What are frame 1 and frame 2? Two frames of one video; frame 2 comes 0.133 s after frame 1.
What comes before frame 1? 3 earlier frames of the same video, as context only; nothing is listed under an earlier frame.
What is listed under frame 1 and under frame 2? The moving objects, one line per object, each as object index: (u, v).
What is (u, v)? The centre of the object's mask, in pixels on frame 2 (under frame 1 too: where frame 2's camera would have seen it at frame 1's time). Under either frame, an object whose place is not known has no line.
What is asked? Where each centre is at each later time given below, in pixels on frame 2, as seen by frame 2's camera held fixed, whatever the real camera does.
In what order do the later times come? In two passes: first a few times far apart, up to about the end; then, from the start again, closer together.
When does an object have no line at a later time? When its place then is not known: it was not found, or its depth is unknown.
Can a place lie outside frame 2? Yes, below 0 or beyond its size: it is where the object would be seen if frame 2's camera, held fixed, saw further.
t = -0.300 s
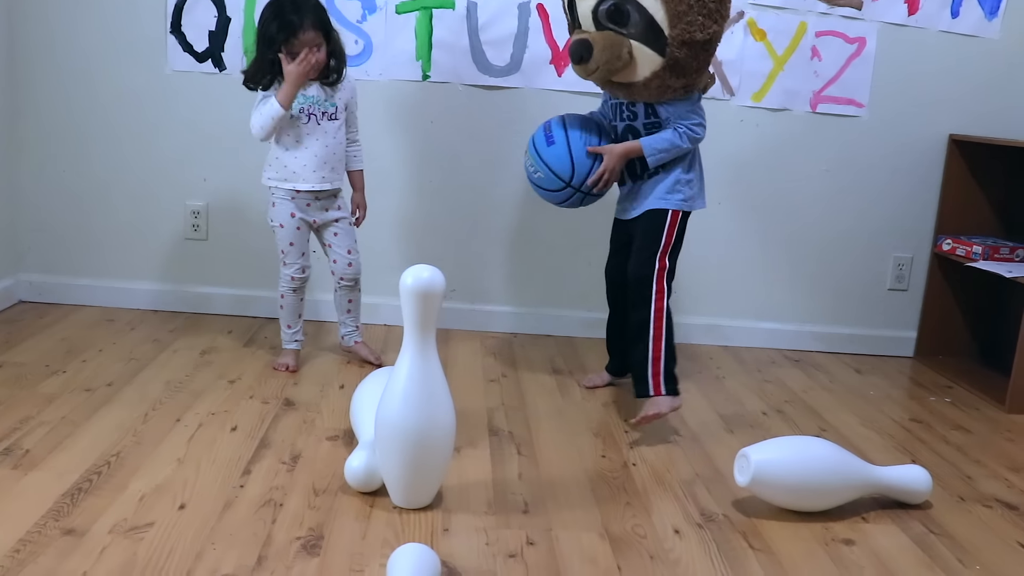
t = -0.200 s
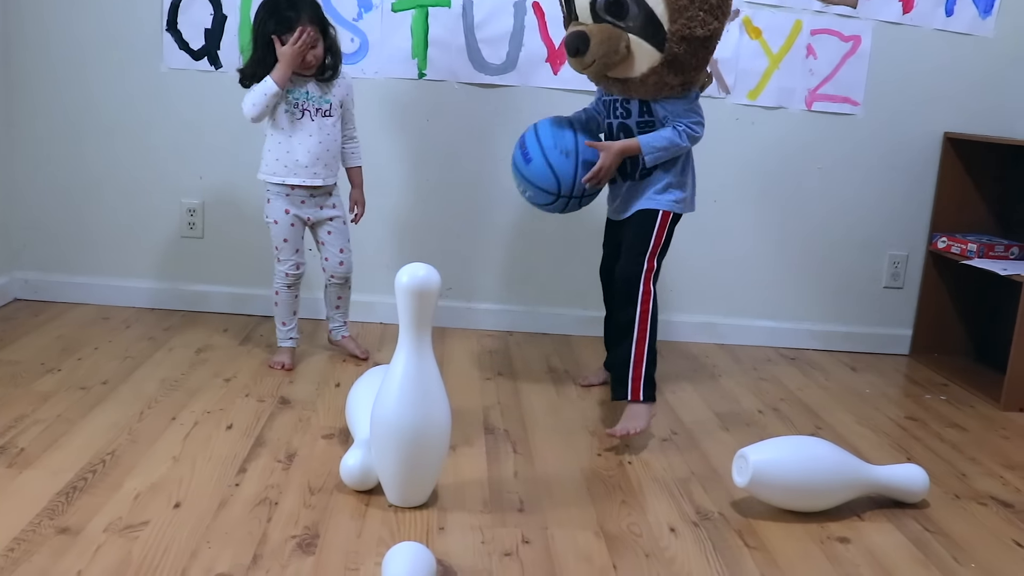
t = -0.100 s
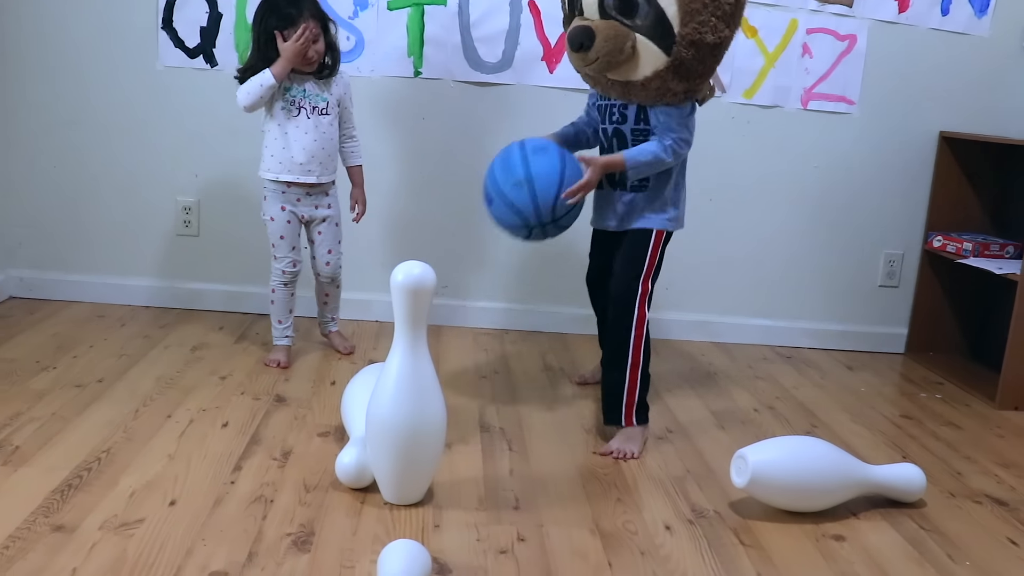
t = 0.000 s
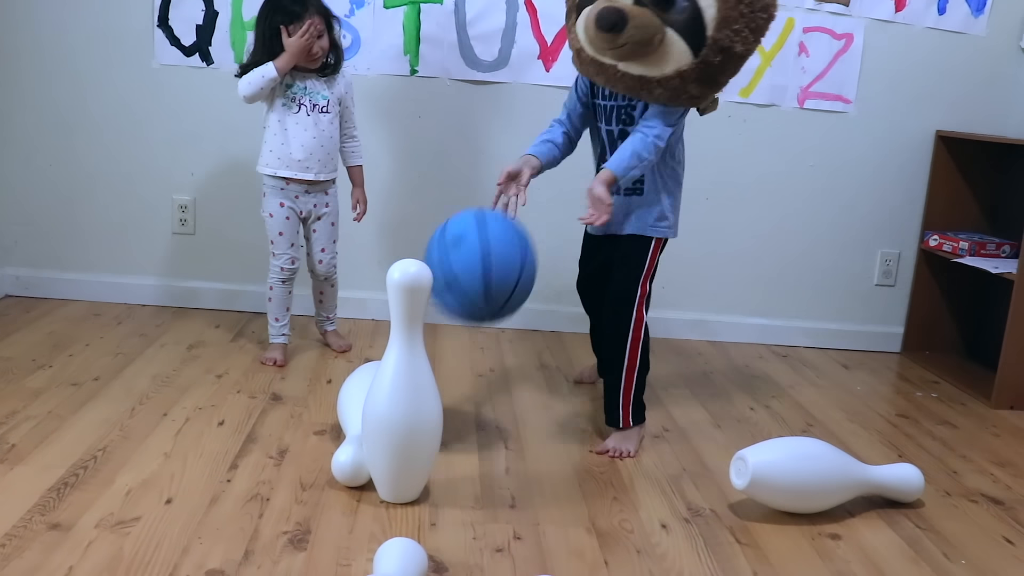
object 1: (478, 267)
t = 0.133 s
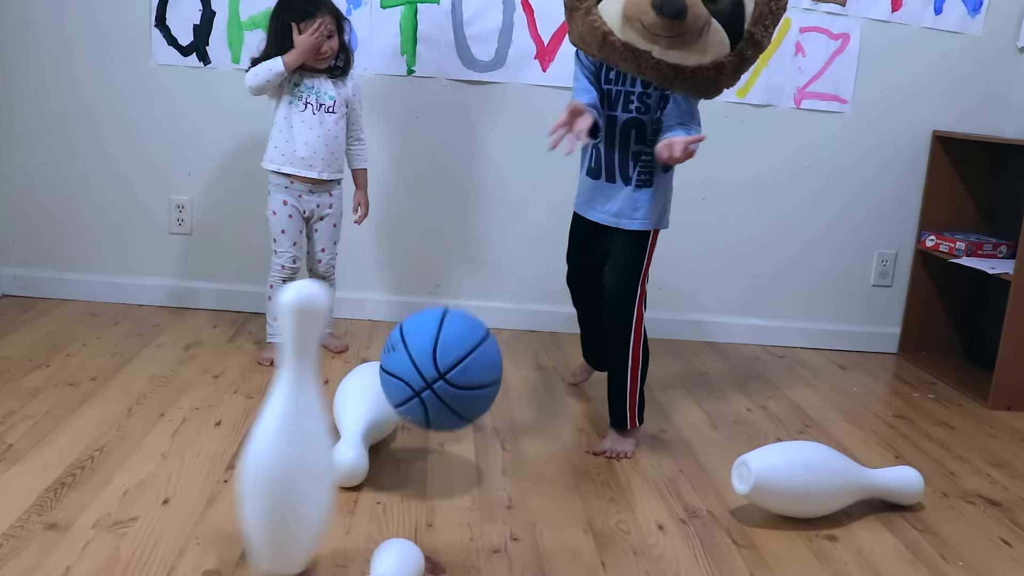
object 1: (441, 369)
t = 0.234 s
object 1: (440, 431)
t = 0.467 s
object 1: (478, 388)
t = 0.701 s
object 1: (519, 381)
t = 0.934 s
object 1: (557, 385)
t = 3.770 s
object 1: (861, 369)
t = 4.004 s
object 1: (883, 367)
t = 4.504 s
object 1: (932, 361)
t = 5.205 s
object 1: (916, 347)
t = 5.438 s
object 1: (894, 343)
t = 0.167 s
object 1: (440, 391)
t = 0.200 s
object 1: (438, 420)
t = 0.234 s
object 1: (440, 431)
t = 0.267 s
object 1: (446, 407)
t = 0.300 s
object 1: (453, 390)
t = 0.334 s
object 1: (459, 378)
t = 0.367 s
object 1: (464, 372)
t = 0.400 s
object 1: (470, 372)
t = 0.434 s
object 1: (474, 377)
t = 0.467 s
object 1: (478, 388)
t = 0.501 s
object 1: (482, 404)
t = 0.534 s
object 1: (486, 427)
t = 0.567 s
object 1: (492, 414)
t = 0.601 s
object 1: (500, 398)
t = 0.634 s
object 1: (506, 387)
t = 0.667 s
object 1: (513, 381)
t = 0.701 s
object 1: (519, 381)
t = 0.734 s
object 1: (524, 387)
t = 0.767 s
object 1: (529, 398)
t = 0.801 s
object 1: (534, 414)
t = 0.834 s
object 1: (540, 411)
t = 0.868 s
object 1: (546, 397)
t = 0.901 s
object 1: (551, 389)
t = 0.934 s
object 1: (557, 385)
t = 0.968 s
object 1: (562, 387)
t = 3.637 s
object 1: (849, 370)
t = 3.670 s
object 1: (852, 370)
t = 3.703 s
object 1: (855, 370)
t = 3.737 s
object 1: (858, 370)
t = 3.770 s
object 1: (861, 369)
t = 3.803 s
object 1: (864, 369)
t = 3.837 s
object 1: (867, 369)
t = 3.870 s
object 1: (870, 369)
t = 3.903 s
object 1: (873, 368)
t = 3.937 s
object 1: (876, 368)
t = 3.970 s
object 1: (879, 367)
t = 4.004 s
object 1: (883, 367)
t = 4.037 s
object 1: (885, 367)
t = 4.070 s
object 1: (889, 367)
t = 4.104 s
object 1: (892, 366)
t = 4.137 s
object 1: (895, 366)
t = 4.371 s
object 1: (919, 363)
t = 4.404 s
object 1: (922, 362)
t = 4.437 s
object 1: (926, 362)
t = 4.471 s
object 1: (929, 362)
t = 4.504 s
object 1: (932, 361)
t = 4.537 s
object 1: (934, 361)
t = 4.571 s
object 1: (936, 361)
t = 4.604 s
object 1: (939, 360)
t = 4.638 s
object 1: (941, 360)
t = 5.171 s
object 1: (920, 349)
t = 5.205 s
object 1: (916, 347)
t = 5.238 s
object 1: (912, 347)
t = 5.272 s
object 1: (909, 346)
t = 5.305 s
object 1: (905, 345)
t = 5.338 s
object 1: (902, 344)
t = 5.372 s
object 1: (899, 344)
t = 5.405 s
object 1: (897, 343)
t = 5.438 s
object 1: (894, 343)
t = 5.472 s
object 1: (892, 343)
